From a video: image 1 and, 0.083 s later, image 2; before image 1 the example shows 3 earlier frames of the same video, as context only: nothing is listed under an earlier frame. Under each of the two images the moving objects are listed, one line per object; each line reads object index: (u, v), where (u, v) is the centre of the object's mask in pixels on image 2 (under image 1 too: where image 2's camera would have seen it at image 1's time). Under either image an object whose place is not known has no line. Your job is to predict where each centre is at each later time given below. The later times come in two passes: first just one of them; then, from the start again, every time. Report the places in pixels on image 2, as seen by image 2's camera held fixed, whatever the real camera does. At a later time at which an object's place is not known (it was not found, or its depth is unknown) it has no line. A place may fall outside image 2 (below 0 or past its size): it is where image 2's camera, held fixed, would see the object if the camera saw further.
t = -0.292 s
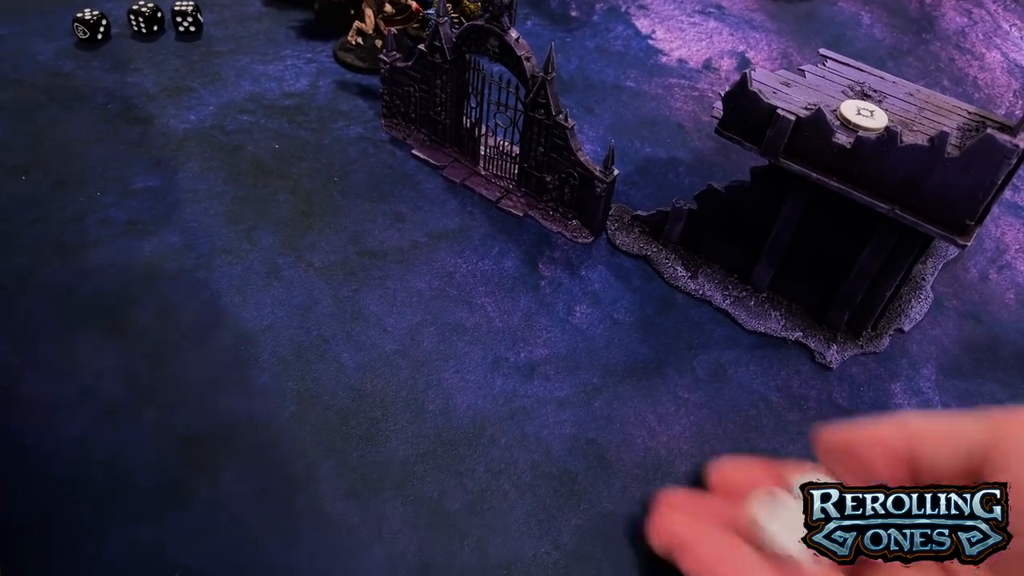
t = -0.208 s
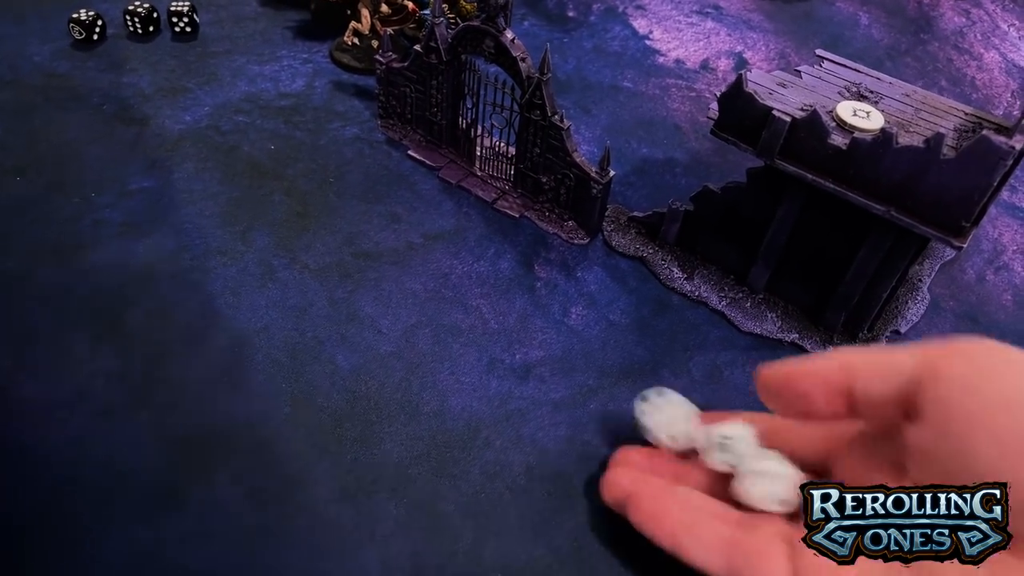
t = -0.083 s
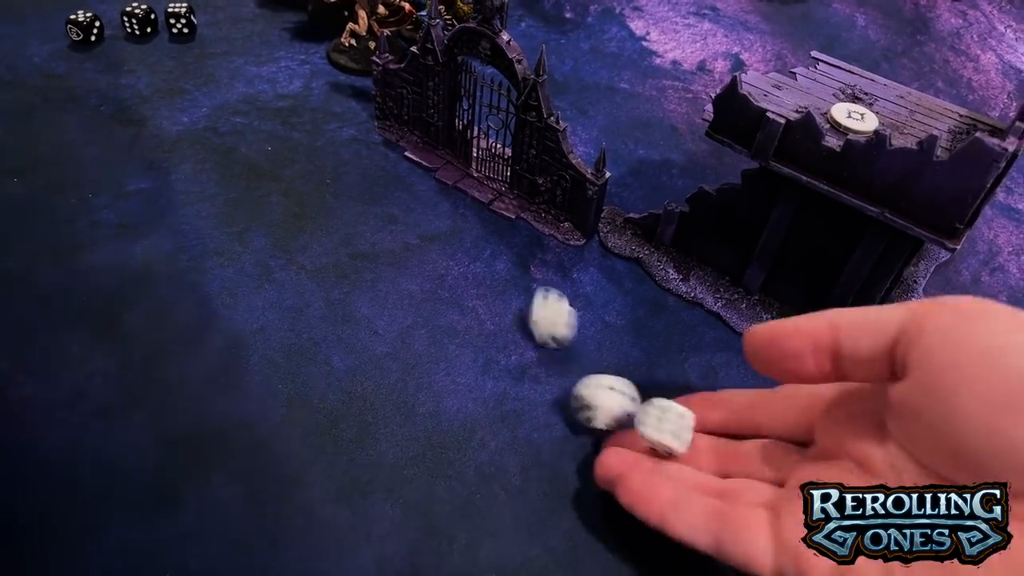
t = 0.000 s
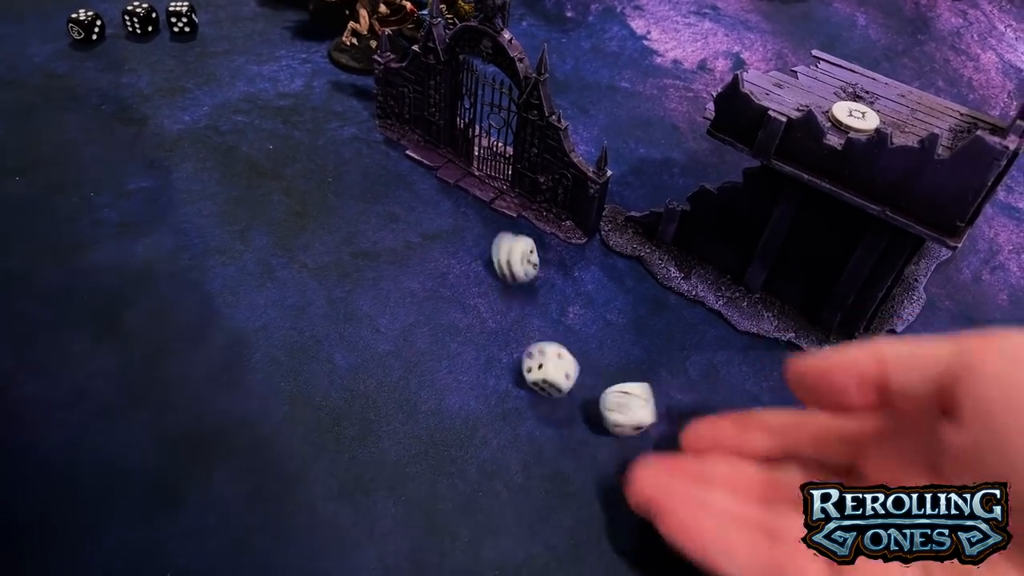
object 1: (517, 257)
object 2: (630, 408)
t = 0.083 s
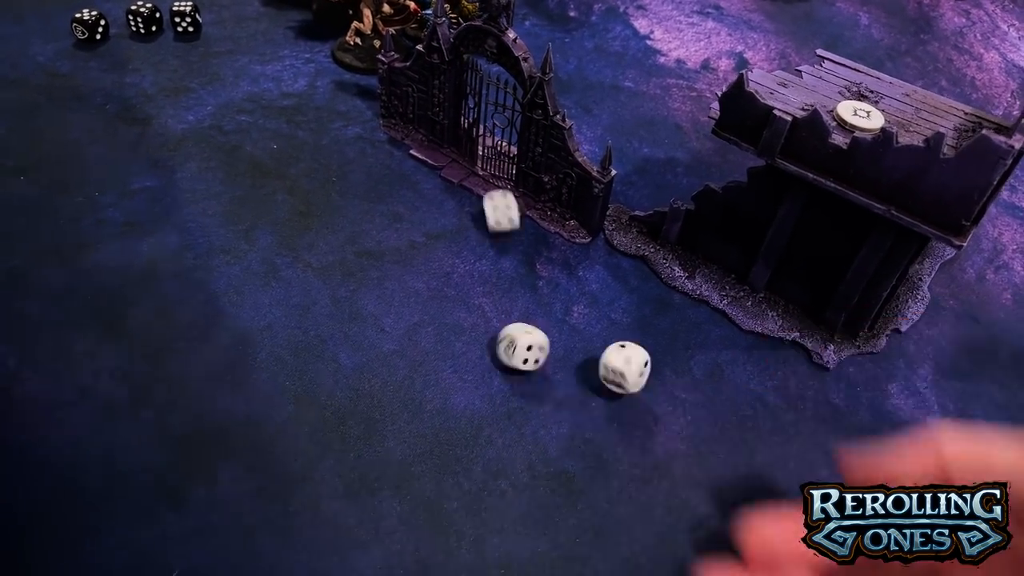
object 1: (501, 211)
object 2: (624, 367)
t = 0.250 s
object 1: (455, 199)
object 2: (621, 334)
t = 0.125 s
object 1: (493, 202)
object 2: (622, 359)
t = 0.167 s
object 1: (478, 201)
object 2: (621, 351)
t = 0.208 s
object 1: (464, 199)
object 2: (620, 342)
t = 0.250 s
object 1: (455, 199)
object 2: (621, 334)
